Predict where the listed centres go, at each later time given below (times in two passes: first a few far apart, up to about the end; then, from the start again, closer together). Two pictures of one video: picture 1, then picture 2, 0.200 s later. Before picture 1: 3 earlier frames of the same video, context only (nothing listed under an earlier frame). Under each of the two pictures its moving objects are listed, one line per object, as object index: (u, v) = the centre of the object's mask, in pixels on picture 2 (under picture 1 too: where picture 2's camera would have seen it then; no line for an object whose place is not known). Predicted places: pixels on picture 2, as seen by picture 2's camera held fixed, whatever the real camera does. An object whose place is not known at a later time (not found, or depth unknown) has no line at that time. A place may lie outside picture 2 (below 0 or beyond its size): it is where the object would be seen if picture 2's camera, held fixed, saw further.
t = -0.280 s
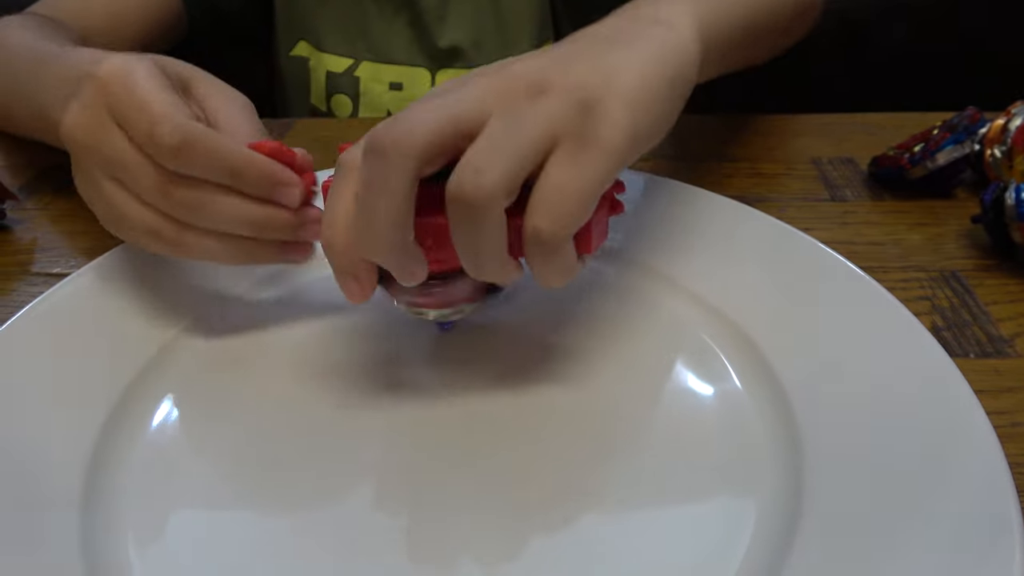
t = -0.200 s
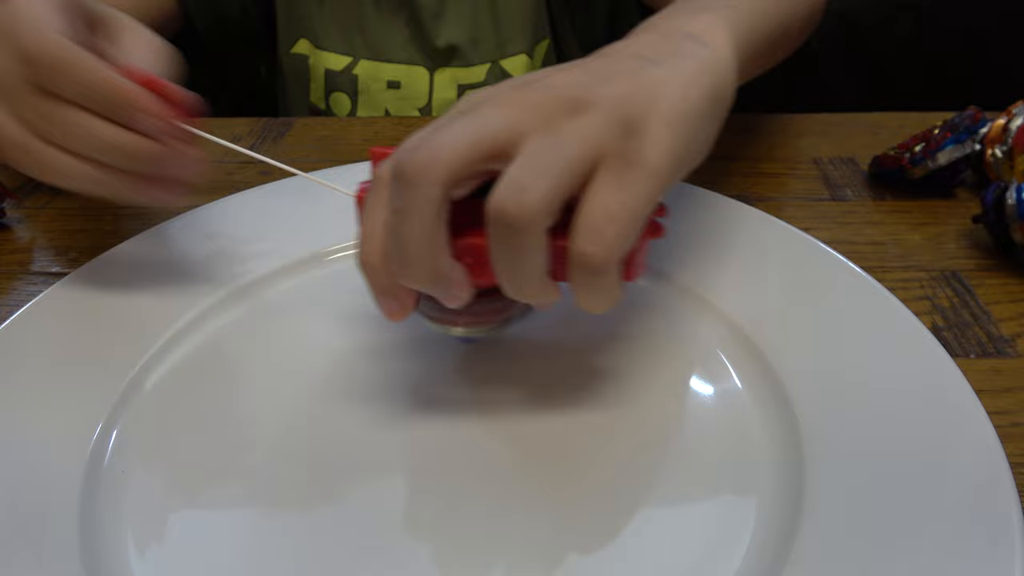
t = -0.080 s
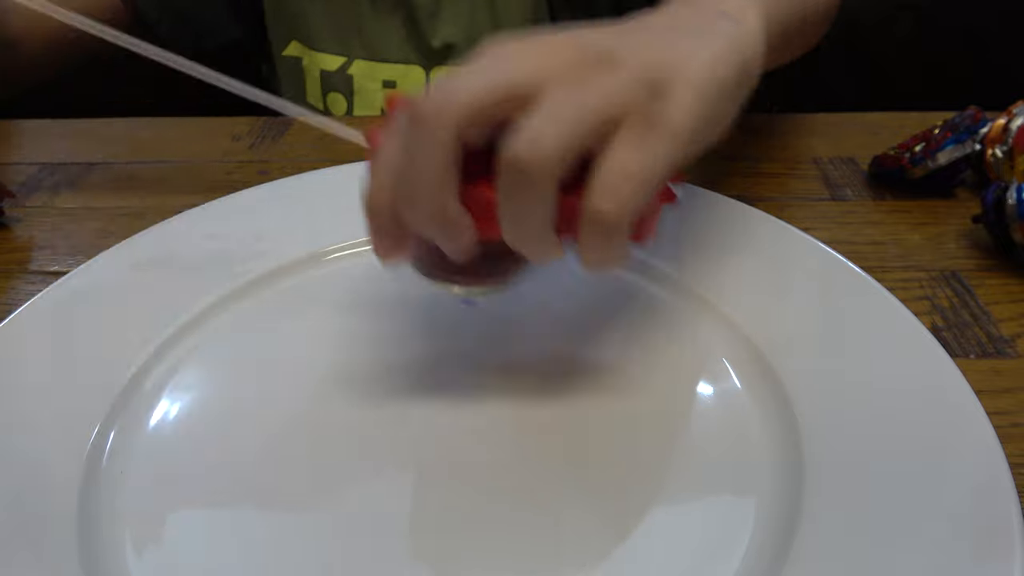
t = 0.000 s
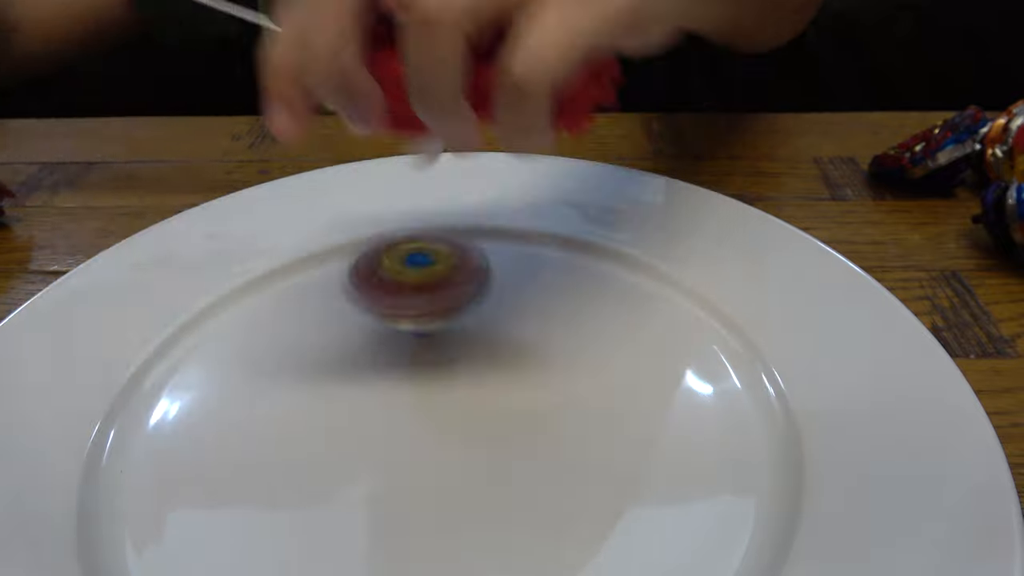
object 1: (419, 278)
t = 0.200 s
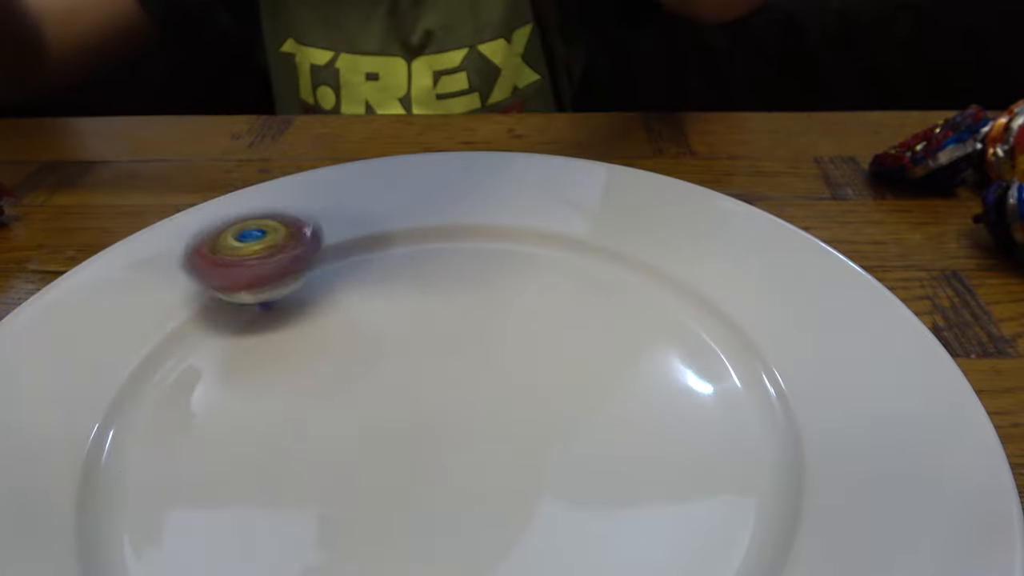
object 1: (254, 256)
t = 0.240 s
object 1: (228, 239)
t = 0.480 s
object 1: (140, 291)
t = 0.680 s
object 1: (137, 452)
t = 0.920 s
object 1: (237, 499)
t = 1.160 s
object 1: (376, 480)
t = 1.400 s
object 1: (489, 462)
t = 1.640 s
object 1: (602, 459)
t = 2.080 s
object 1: (772, 438)
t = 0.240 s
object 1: (228, 239)
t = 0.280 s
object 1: (212, 238)
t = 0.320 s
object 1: (197, 240)
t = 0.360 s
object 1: (183, 248)
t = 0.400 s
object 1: (169, 258)
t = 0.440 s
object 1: (156, 273)
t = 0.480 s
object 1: (140, 291)
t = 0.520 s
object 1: (123, 314)
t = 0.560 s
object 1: (110, 347)
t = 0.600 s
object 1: (119, 389)
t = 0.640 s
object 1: (131, 421)
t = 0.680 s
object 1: (137, 452)
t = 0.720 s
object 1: (145, 483)
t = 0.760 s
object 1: (153, 499)
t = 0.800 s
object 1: (166, 505)
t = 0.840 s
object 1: (183, 507)
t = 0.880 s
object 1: (208, 504)
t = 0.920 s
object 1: (237, 499)
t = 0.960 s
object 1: (258, 497)
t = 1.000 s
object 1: (282, 494)
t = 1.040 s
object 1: (309, 491)
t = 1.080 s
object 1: (330, 486)
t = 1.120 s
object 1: (354, 482)
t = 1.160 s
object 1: (376, 480)
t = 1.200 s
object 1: (396, 474)
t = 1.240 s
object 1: (418, 467)
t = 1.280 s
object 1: (438, 466)
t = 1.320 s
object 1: (451, 462)
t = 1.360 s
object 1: (471, 461)
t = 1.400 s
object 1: (489, 462)
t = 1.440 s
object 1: (502, 463)
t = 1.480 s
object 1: (517, 460)
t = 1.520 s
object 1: (537, 460)
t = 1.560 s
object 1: (561, 462)
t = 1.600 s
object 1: (580, 461)
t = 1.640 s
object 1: (602, 459)
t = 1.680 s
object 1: (627, 461)
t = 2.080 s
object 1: (772, 438)
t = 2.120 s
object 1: (763, 426)
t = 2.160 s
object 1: (770, 422)
